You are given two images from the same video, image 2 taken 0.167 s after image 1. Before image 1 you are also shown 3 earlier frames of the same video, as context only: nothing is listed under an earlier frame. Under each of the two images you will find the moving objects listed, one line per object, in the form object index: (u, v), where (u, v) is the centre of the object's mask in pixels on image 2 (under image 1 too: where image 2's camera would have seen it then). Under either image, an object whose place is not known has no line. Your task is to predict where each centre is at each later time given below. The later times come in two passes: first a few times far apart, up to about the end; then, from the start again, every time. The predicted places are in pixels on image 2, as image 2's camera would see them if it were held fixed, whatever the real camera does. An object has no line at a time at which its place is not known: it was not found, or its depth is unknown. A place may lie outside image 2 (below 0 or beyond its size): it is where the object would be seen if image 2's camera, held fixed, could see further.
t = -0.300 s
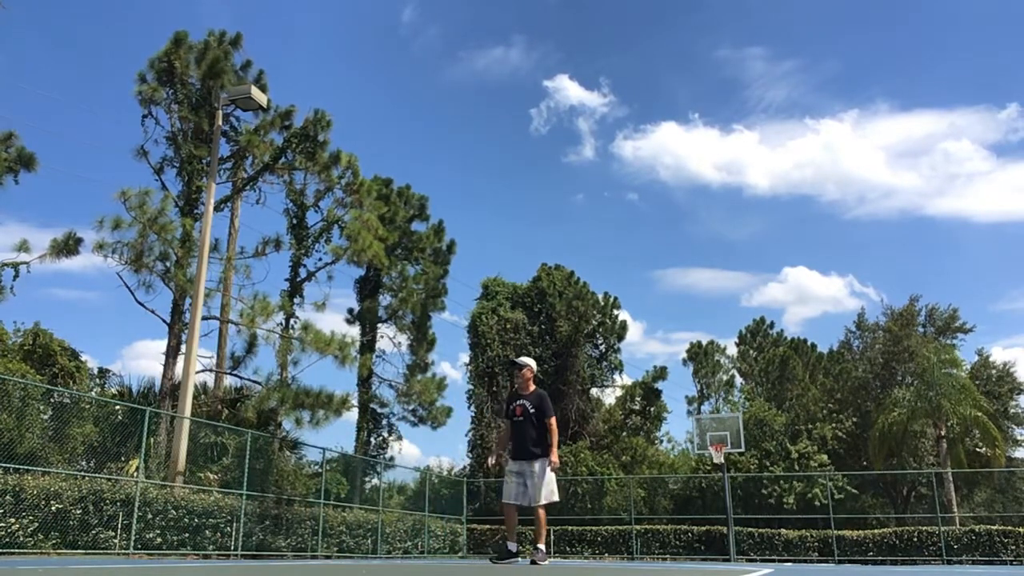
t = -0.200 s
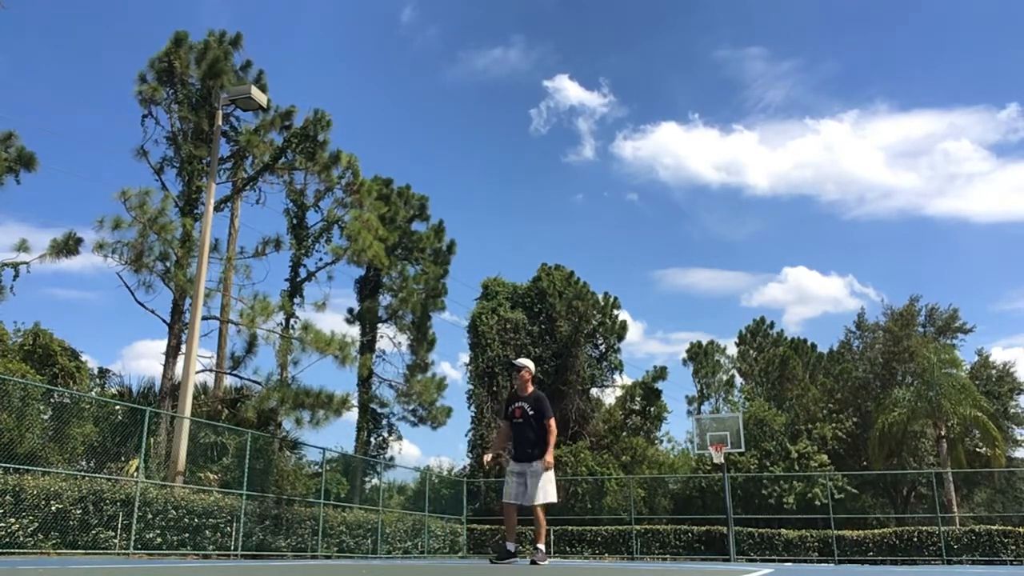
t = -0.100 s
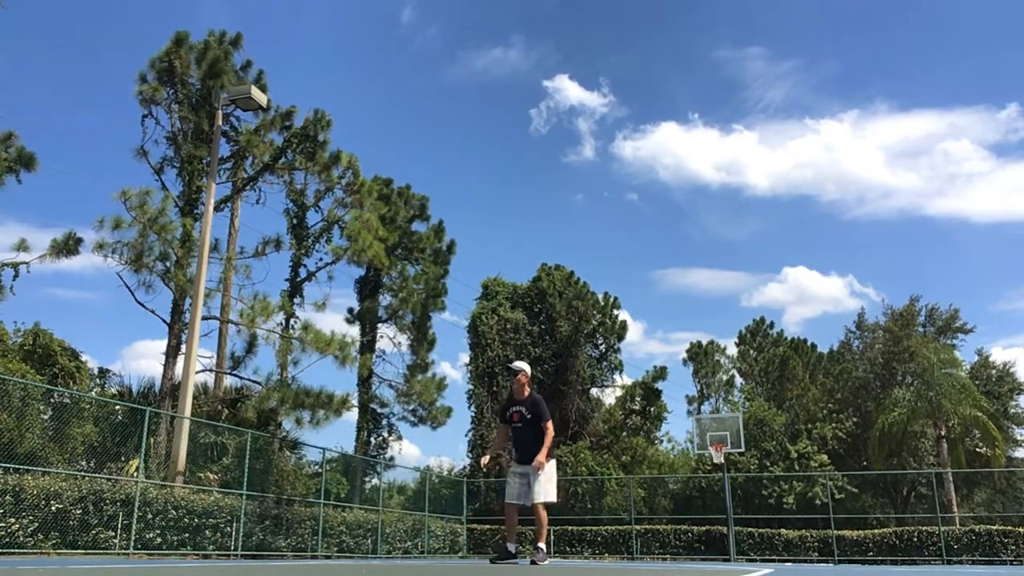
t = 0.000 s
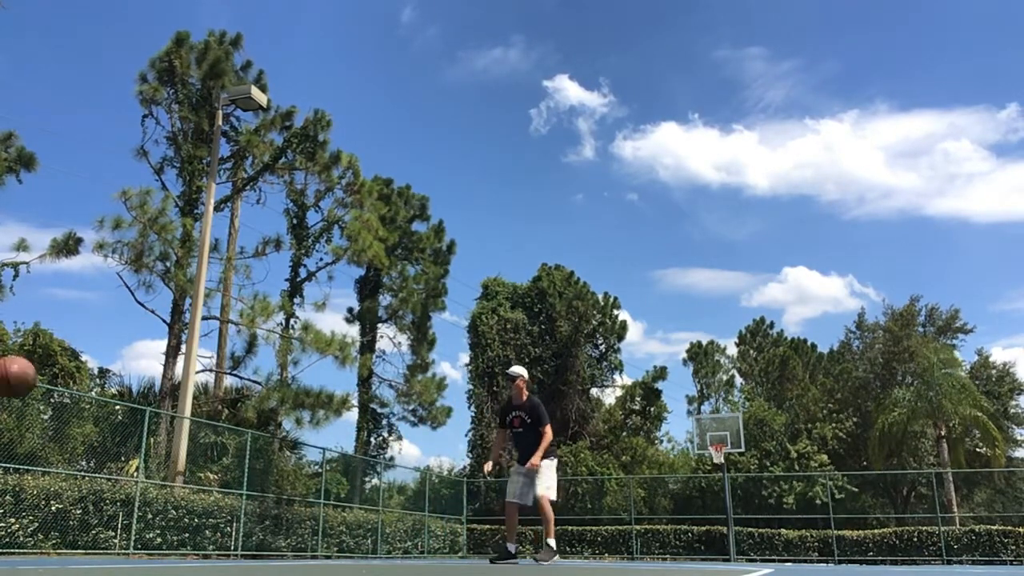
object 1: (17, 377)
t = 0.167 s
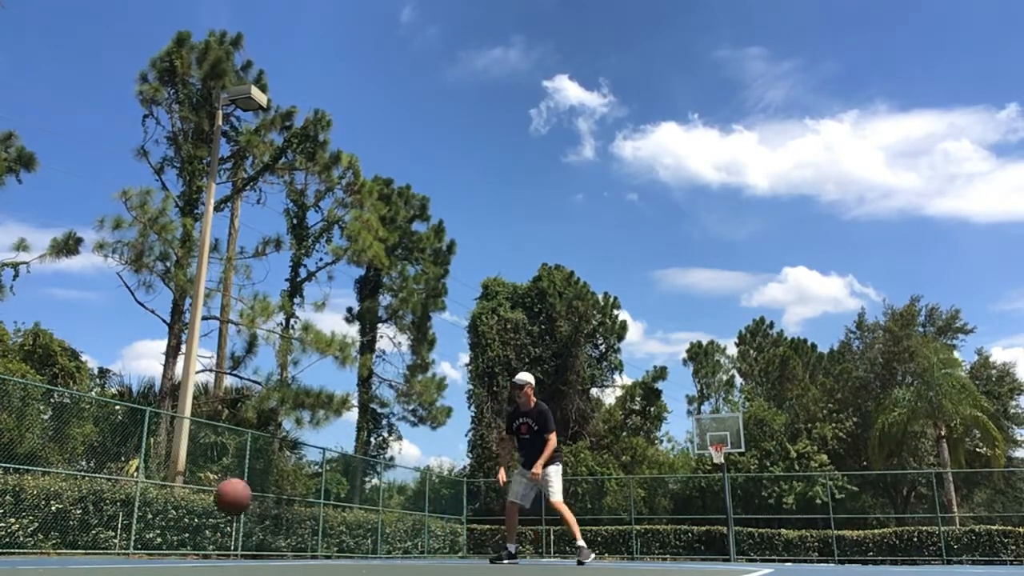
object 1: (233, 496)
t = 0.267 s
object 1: (322, 531)
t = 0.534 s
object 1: (448, 442)
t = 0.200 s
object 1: (270, 522)
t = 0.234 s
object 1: (304, 548)
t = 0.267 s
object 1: (322, 531)
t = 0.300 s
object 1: (340, 512)
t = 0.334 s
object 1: (356, 497)
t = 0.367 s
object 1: (373, 483)
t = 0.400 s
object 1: (388, 471)
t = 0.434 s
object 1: (404, 461)
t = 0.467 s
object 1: (419, 453)
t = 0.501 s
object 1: (434, 446)
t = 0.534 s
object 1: (448, 442)
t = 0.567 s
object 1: (462, 438)
